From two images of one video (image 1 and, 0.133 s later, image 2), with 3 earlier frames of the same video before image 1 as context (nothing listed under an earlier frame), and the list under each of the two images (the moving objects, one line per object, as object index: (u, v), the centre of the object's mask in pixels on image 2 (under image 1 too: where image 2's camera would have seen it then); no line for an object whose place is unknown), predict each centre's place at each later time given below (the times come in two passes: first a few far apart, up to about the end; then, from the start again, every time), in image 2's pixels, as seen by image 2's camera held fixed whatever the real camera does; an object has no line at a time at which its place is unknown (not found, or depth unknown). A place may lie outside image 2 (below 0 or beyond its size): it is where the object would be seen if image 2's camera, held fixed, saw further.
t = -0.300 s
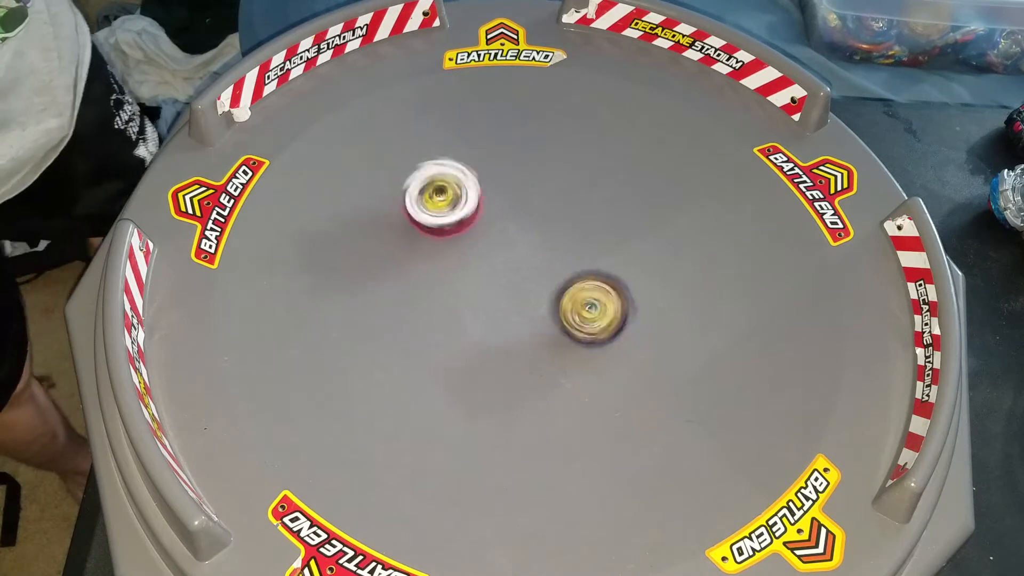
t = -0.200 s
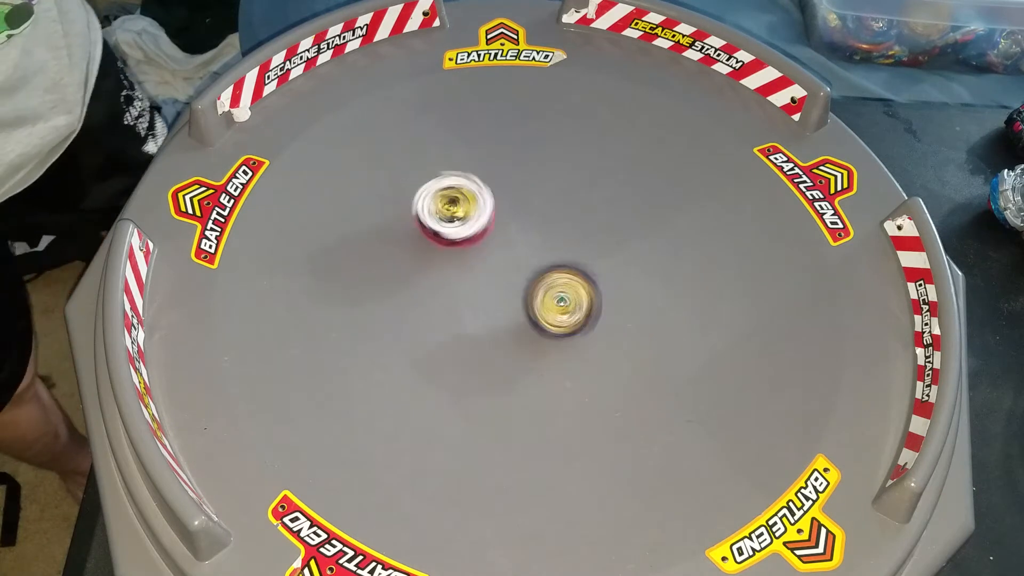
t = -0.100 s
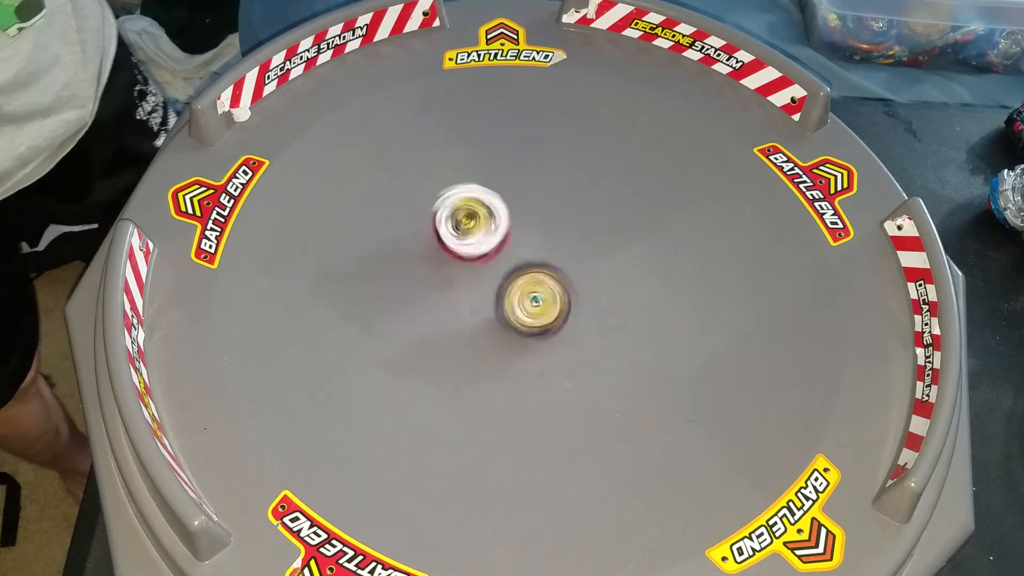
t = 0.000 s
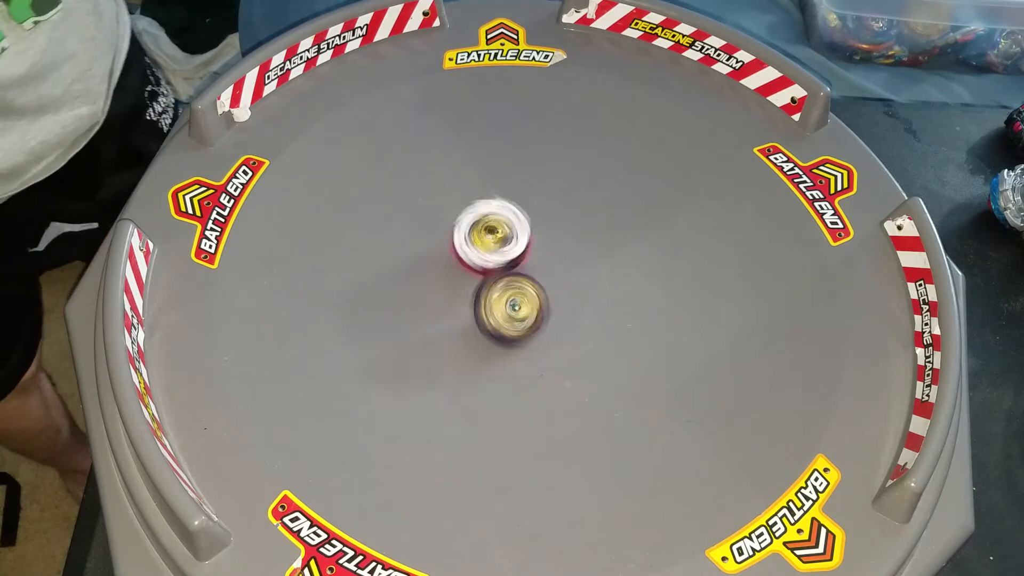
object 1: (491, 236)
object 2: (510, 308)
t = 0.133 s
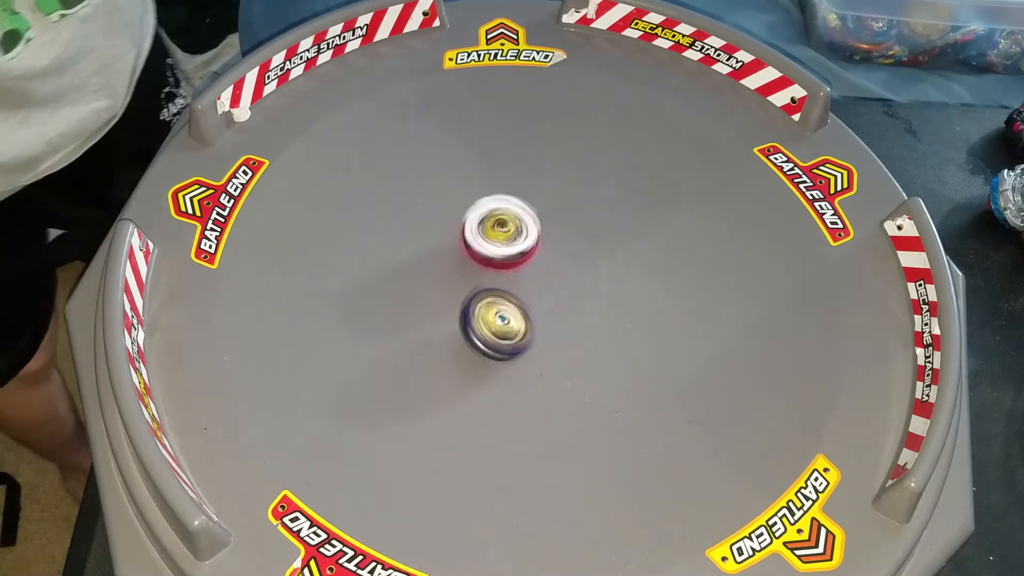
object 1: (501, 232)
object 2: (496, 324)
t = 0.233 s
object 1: (504, 233)
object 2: (495, 343)
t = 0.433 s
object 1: (515, 243)
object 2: (517, 369)
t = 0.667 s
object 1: (526, 274)
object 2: (549, 361)
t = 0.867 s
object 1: (518, 269)
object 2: (580, 360)
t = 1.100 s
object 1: (496, 259)
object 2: (581, 349)
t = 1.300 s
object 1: (508, 276)
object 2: (552, 341)
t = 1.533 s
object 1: (530, 272)
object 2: (537, 350)
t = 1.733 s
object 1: (529, 262)
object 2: (538, 350)
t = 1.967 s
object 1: (525, 265)
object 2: (523, 342)
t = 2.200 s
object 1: (525, 260)
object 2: (513, 338)
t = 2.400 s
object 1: (520, 266)
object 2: (511, 336)
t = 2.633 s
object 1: (508, 257)
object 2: (511, 332)
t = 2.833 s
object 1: (502, 257)
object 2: (515, 330)
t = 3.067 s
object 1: (506, 258)
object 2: (503, 324)
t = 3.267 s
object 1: (529, 261)
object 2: (480, 320)
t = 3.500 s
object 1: (532, 261)
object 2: (471, 305)
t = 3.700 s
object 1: (534, 260)
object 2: (473, 299)
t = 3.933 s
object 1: (533, 260)
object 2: (472, 301)
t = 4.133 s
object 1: (533, 261)
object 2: (471, 305)
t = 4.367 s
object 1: (532, 261)
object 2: (471, 304)
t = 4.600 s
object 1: (532, 261)
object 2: (471, 304)
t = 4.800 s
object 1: (532, 261)
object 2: (471, 304)
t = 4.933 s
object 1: (532, 261)
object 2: (471, 304)
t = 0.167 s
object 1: (505, 233)
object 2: (495, 329)
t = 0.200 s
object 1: (504, 233)
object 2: (495, 336)
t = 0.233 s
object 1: (504, 233)
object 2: (495, 343)
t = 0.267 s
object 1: (507, 232)
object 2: (497, 348)
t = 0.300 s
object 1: (513, 234)
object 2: (500, 354)
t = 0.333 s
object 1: (513, 237)
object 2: (503, 359)
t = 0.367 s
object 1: (513, 240)
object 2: (507, 362)
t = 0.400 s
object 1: (513, 242)
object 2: (512, 366)
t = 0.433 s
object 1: (515, 243)
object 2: (517, 369)
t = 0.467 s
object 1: (515, 246)
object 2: (522, 370)
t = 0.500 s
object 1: (515, 249)
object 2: (527, 371)
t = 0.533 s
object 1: (516, 253)
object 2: (533, 371)
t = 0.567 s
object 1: (518, 258)
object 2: (537, 370)
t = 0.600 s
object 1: (520, 262)
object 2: (541, 367)
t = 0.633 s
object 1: (522, 269)
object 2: (546, 364)
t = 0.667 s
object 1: (526, 274)
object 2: (549, 361)
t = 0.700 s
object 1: (528, 280)
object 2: (551, 357)
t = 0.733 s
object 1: (529, 284)
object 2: (553, 353)
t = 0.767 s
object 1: (530, 280)
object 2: (562, 355)
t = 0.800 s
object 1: (527, 275)
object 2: (572, 358)
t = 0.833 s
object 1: (524, 272)
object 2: (577, 361)
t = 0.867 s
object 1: (518, 269)
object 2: (580, 360)
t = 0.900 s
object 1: (515, 265)
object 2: (581, 358)
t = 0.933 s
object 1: (514, 262)
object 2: (582, 357)
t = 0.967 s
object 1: (510, 260)
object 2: (584, 356)
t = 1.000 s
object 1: (505, 260)
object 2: (586, 354)
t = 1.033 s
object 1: (500, 259)
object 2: (586, 352)
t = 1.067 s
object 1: (496, 258)
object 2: (584, 351)
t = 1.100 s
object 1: (496, 259)
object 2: (581, 349)
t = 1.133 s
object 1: (495, 263)
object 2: (578, 347)
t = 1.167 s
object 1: (497, 267)
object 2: (575, 344)
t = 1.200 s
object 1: (496, 271)
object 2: (570, 341)
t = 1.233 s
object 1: (499, 272)
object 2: (564, 340)
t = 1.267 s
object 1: (505, 274)
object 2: (558, 340)
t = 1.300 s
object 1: (508, 276)
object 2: (552, 341)
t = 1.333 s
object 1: (512, 278)
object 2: (549, 342)
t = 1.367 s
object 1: (513, 279)
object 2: (546, 345)
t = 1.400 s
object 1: (518, 278)
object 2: (543, 348)
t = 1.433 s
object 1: (525, 277)
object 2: (542, 349)
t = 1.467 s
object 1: (529, 276)
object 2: (540, 349)
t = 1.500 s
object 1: (531, 275)
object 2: (537, 349)
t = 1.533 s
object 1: (530, 272)
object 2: (537, 350)
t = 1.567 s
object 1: (531, 269)
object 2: (536, 353)
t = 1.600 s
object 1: (534, 268)
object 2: (536, 353)
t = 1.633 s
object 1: (536, 267)
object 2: (537, 353)
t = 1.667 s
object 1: (535, 266)
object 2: (536, 353)
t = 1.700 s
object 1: (533, 264)
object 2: (537, 352)
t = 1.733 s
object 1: (529, 262)
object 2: (538, 350)
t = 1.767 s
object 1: (528, 260)
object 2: (538, 348)
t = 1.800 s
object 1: (527, 261)
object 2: (536, 346)
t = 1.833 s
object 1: (526, 264)
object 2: (535, 343)
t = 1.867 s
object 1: (525, 267)
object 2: (532, 341)
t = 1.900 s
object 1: (522, 268)
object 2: (528, 338)
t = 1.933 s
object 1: (522, 267)
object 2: (525, 339)
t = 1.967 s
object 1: (525, 265)
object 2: (523, 342)
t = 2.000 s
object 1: (526, 264)
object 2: (524, 343)
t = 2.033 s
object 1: (528, 265)
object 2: (524, 341)
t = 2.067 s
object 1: (527, 266)
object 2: (523, 341)
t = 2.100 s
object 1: (523, 264)
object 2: (521, 339)
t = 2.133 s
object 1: (521, 263)
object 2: (519, 338)
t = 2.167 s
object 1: (522, 261)
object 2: (517, 338)
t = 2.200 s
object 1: (525, 260)
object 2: (513, 338)
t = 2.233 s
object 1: (529, 262)
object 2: (512, 339)
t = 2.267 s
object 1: (529, 265)
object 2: (510, 340)
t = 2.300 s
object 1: (525, 266)
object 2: (510, 340)
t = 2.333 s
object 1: (521, 266)
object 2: (511, 339)
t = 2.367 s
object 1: (520, 265)
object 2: (512, 337)
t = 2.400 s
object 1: (520, 266)
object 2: (511, 336)
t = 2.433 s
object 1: (522, 266)
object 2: (510, 335)
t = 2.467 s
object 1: (521, 268)
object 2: (508, 335)
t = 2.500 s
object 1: (519, 266)
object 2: (508, 336)
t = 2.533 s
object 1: (517, 265)
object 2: (509, 336)
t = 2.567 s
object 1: (512, 262)
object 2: (510, 334)
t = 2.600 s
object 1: (509, 259)
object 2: (511, 334)
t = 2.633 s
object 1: (508, 257)
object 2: (511, 332)
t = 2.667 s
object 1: (505, 256)
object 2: (511, 329)
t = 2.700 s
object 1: (503, 257)
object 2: (512, 328)
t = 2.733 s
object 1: (503, 258)
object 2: (513, 327)
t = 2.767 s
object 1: (501, 258)
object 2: (515, 329)
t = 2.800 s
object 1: (501, 258)
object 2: (515, 330)
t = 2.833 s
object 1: (502, 257)
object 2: (515, 330)
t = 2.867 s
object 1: (503, 256)
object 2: (513, 329)
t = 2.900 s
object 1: (502, 257)
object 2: (513, 328)
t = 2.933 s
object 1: (501, 256)
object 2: (511, 326)
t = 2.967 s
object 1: (501, 256)
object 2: (509, 325)
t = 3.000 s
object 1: (502, 257)
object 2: (507, 325)
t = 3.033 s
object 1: (504, 258)
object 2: (506, 324)
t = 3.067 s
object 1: (506, 258)
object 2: (503, 324)
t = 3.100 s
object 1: (510, 257)
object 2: (500, 325)
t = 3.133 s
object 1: (514, 256)
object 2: (496, 325)
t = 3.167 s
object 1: (519, 258)
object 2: (491, 325)
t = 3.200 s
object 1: (523, 260)
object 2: (487, 324)
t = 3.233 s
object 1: (526, 260)
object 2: (482, 322)
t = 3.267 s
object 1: (529, 261)
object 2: (480, 320)
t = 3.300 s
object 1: (531, 261)
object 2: (477, 318)
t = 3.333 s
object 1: (532, 261)
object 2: (475, 317)
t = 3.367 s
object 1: (532, 261)
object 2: (474, 314)
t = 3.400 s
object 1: (532, 261)
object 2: (473, 313)
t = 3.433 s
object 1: (532, 261)
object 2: (471, 310)
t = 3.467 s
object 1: (532, 261)
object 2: (471, 308)
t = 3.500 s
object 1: (532, 261)
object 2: (471, 305)
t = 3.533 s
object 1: (532, 260)
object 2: (471, 302)
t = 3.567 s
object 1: (533, 260)
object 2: (472, 301)
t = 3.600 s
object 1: (534, 260)
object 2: (473, 300)
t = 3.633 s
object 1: (534, 260)
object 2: (473, 299)
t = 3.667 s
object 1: (534, 260)
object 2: (473, 299)
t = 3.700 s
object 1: (534, 260)
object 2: (473, 299)
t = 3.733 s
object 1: (534, 260)
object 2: (473, 299)
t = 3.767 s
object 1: (534, 260)
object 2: (473, 299)
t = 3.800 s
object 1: (534, 260)
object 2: (473, 300)
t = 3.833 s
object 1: (534, 260)
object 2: (472, 300)
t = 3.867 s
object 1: (533, 260)
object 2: (472, 300)
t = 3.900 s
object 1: (533, 260)
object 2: (472, 301)
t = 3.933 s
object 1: (533, 260)
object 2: (472, 301)
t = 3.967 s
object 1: (533, 260)
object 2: (472, 302)
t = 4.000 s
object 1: (533, 260)
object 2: (471, 302)
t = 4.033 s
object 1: (533, 261)
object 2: (471, 303)
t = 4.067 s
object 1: (533, 261)
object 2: (471, 303)
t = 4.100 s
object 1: (533, 261)
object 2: (471, 304)
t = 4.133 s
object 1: (533, 261)
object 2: (471, 305)
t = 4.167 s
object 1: (532, 261)
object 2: (471, 305)
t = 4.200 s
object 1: (532, 261)
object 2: (471, 305)
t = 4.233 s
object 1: (532, 261)
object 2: (471, 305)
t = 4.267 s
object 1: (532, 261)
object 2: (471, 305)
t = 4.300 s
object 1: (532, 261)
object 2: (471, 305)
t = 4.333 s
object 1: (532, 261)
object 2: (471, 304)
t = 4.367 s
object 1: (532, 261)
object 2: (471, 304)
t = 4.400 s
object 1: (532, 261)
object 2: (471, 304)
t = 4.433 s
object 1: (532, 261)
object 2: (471, 304)
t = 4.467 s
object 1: (532, 261)
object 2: (471, 304)
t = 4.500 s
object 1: (532, 261)
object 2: (471, 304)
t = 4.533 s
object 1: (532, 261)
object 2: (471, 304)
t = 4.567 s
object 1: (532, 261)
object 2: (471, 304)
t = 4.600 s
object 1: (532, 261)
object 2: (471, 304)
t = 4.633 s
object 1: (532, 261)
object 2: (471, 304)
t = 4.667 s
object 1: (532, 261)
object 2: (471, 304)
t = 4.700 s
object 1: (532, 261)
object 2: (471, 304)
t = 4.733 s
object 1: (533, 261)
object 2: (471, 304)
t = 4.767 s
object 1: (532, 261)
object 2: (471, 304)
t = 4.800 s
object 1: (532, 261)
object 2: (471, 304)
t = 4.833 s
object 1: (532, 261)
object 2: (471, 304)
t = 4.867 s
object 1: (532, 261)
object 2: (471, 304)
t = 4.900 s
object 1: (532, 261)
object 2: (471, 304)
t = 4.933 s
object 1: (532, 261)
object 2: (471, 304)
